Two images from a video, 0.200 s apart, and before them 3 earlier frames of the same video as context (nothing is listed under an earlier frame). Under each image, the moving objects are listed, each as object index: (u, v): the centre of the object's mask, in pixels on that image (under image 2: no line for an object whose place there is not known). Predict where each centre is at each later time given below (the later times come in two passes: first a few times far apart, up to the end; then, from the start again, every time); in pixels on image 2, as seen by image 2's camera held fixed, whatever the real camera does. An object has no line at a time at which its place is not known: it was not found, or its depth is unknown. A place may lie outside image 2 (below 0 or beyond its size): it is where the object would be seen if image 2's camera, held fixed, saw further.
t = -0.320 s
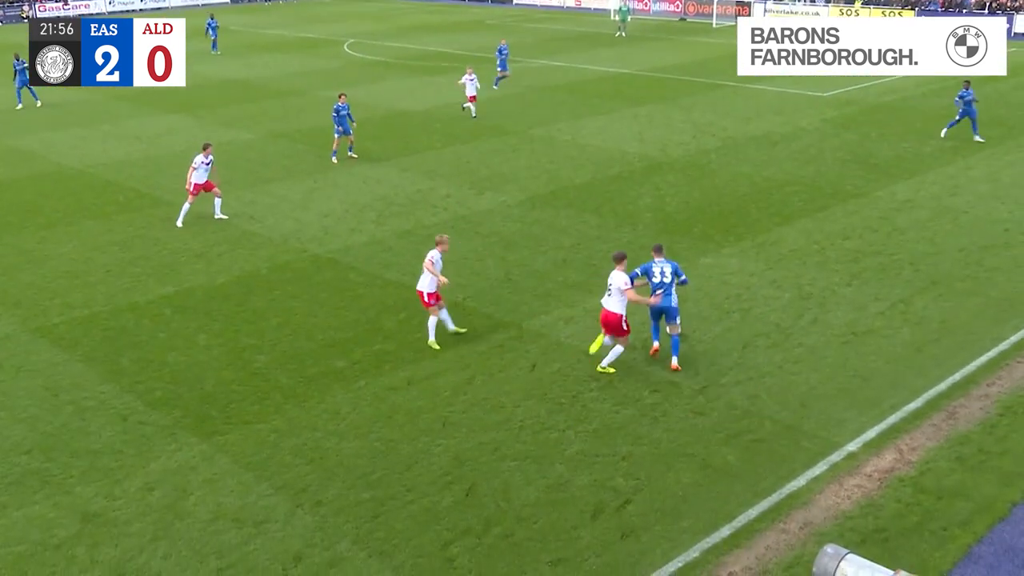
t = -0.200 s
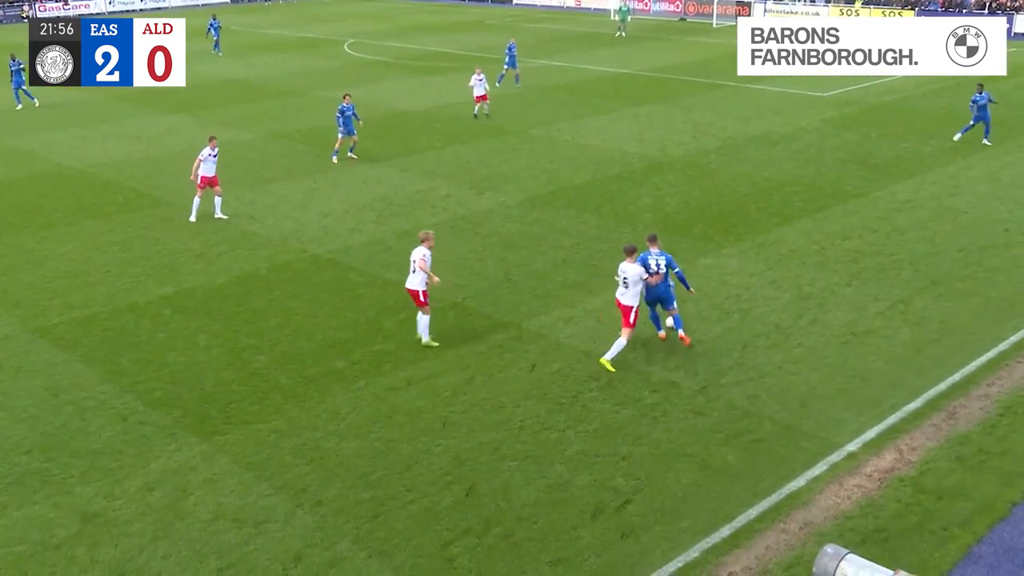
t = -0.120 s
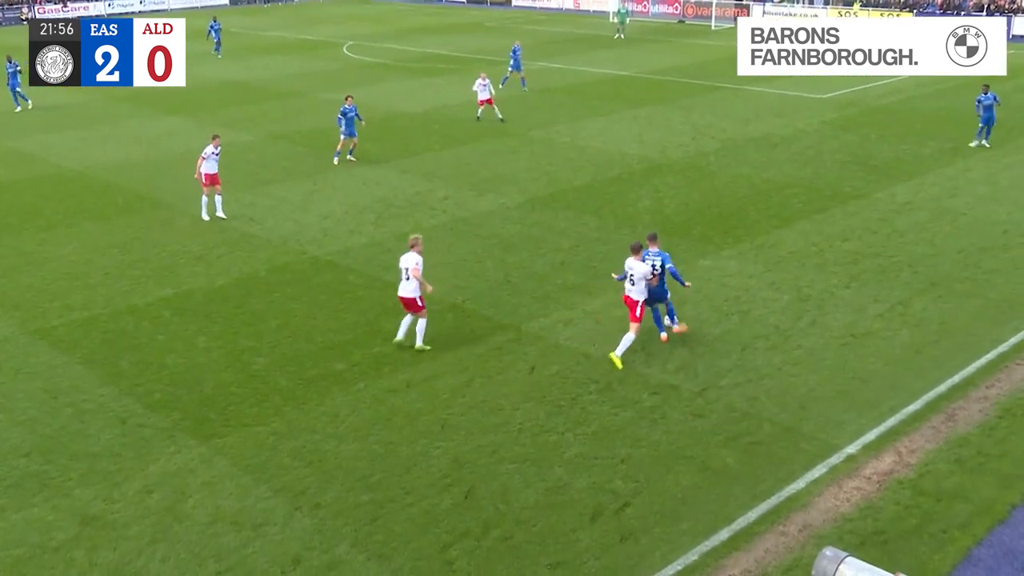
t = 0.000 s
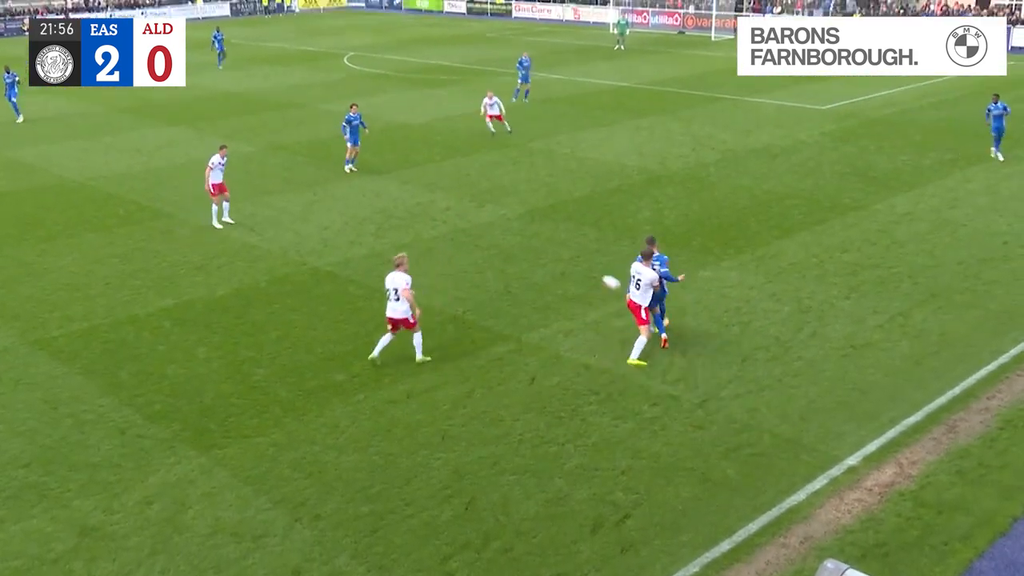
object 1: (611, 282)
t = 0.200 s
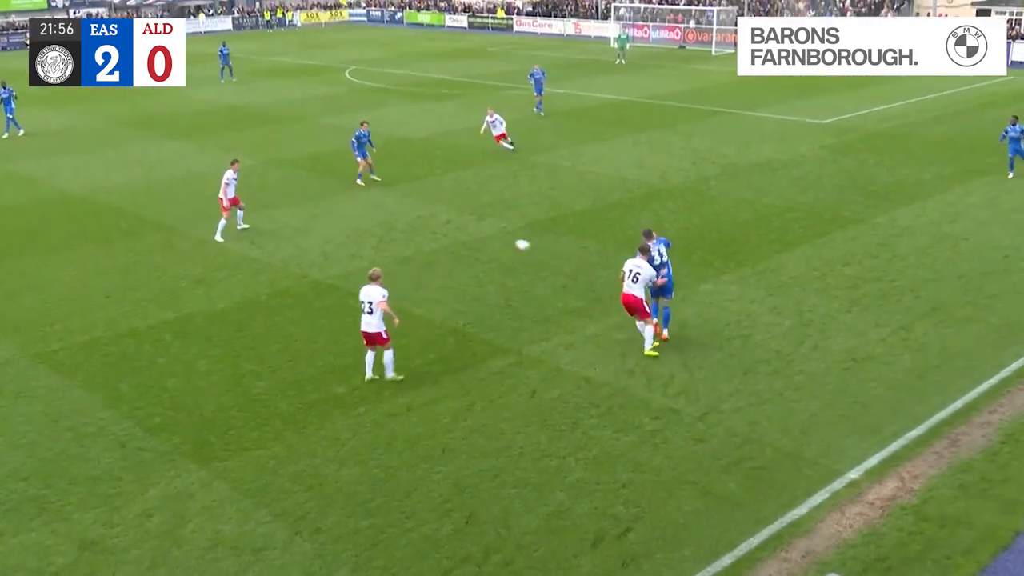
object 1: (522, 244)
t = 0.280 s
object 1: (492, 234)
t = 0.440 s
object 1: (444, 208)
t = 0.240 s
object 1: (507, 238)
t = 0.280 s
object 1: (492, 234)
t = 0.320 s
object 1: (479, 231)
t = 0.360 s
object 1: (466, 226)
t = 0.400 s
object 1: (455, 217)
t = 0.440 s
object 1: (444, 208)
